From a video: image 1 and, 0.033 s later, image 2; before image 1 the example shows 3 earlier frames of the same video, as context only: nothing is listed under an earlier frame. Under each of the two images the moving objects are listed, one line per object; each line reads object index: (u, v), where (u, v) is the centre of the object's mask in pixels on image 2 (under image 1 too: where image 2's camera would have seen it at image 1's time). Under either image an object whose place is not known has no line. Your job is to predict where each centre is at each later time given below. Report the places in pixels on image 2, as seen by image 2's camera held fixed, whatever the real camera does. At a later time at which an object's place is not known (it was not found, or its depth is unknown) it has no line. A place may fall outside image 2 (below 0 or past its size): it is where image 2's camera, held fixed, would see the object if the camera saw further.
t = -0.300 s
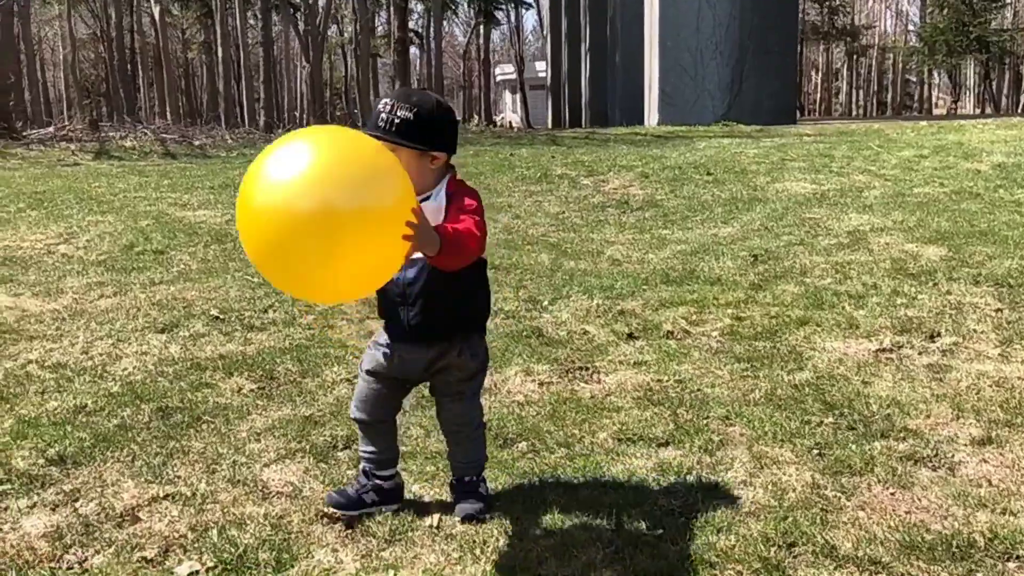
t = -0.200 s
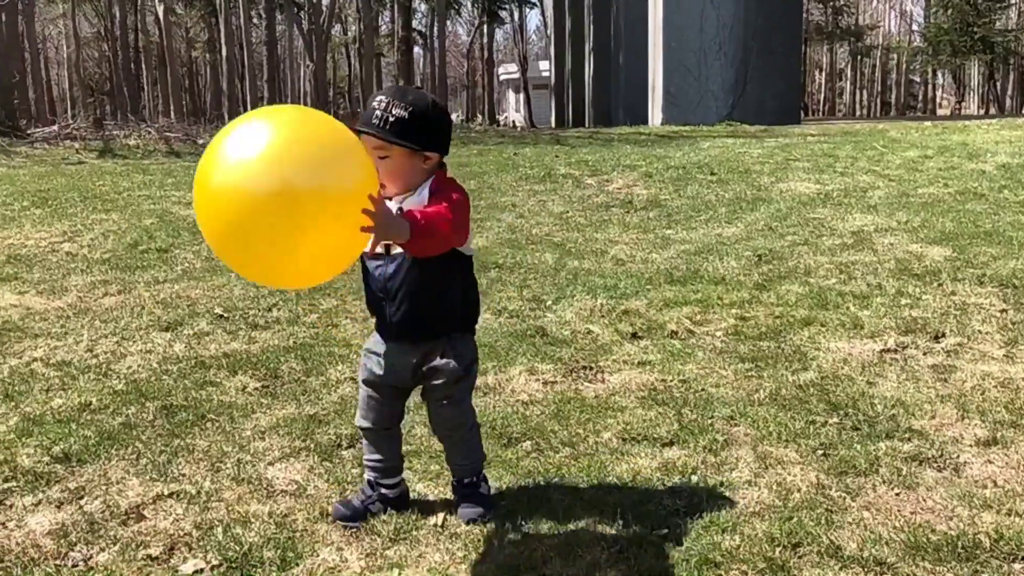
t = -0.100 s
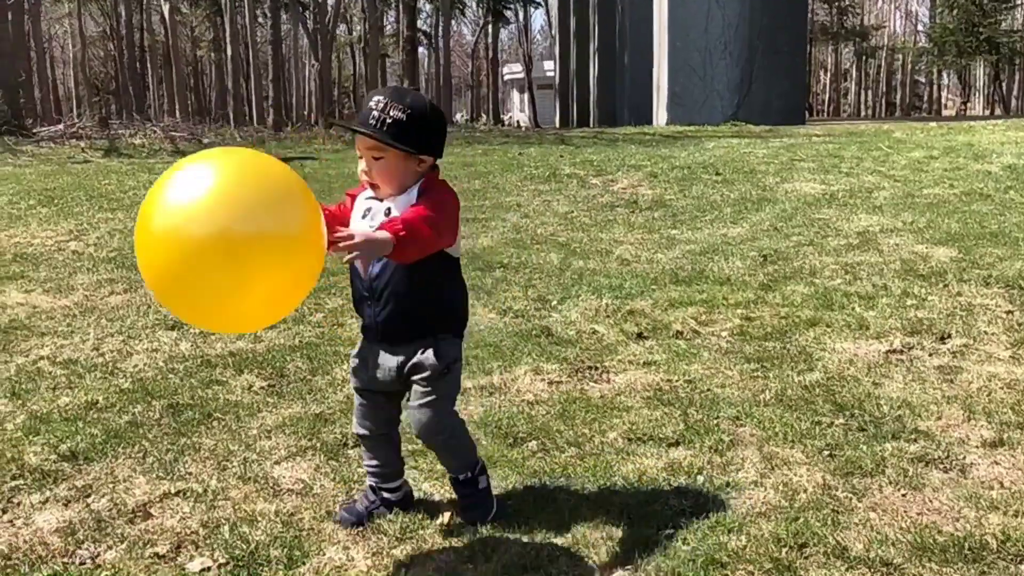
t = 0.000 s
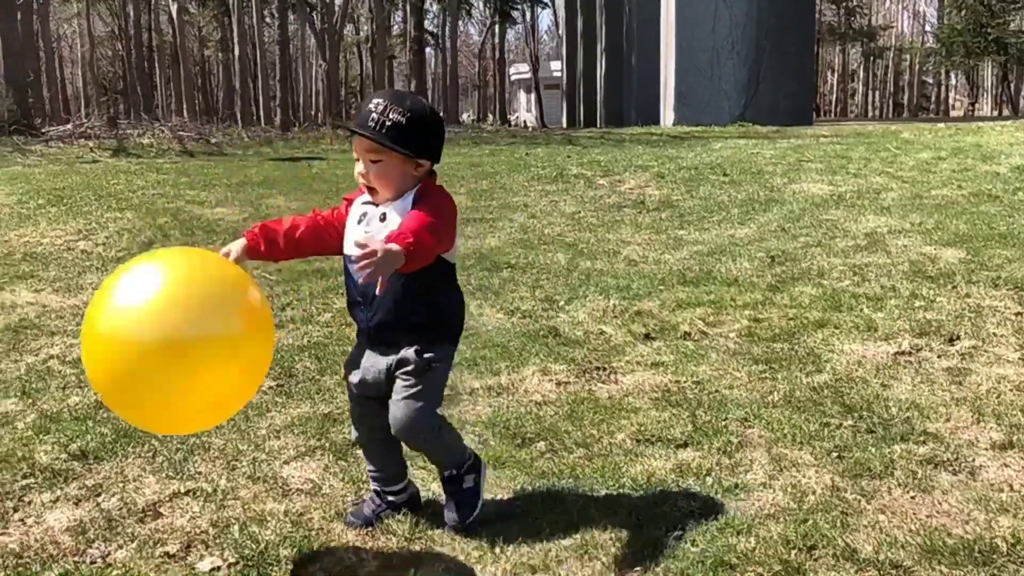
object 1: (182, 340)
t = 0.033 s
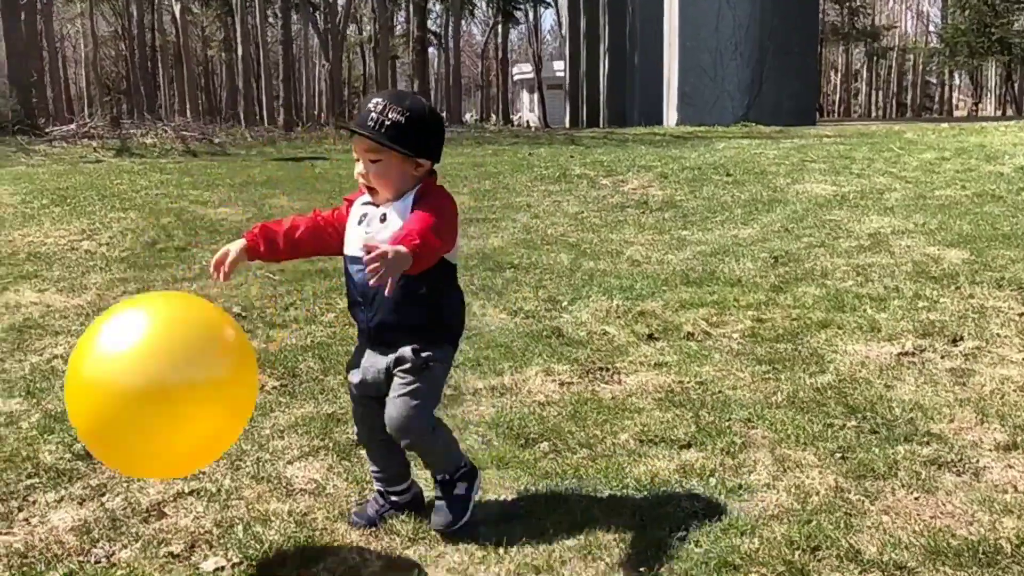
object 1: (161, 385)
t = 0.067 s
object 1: (141, 435)
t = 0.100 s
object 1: (120, 488)
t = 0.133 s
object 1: (105, 517)
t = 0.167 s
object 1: (90, 497)
